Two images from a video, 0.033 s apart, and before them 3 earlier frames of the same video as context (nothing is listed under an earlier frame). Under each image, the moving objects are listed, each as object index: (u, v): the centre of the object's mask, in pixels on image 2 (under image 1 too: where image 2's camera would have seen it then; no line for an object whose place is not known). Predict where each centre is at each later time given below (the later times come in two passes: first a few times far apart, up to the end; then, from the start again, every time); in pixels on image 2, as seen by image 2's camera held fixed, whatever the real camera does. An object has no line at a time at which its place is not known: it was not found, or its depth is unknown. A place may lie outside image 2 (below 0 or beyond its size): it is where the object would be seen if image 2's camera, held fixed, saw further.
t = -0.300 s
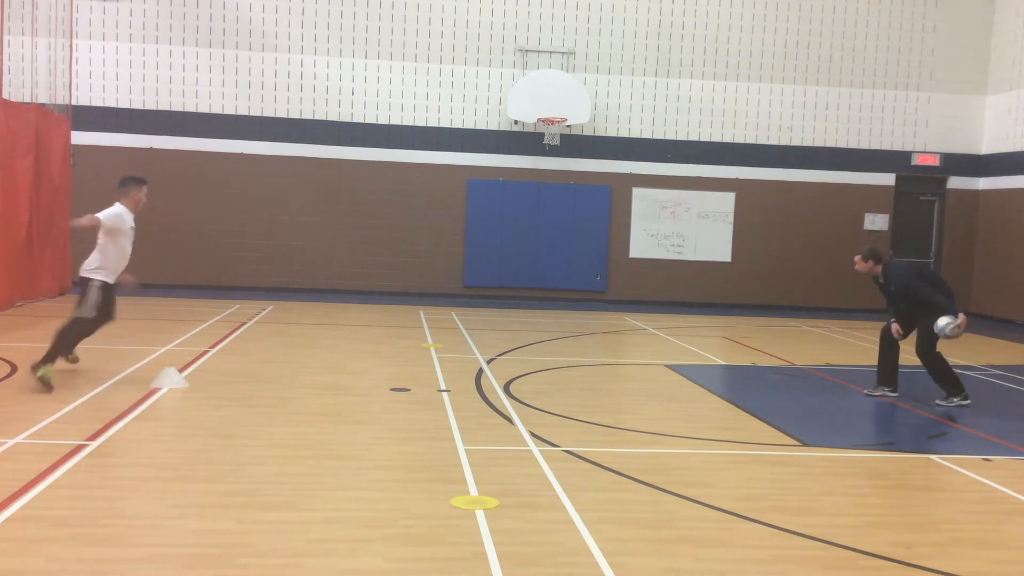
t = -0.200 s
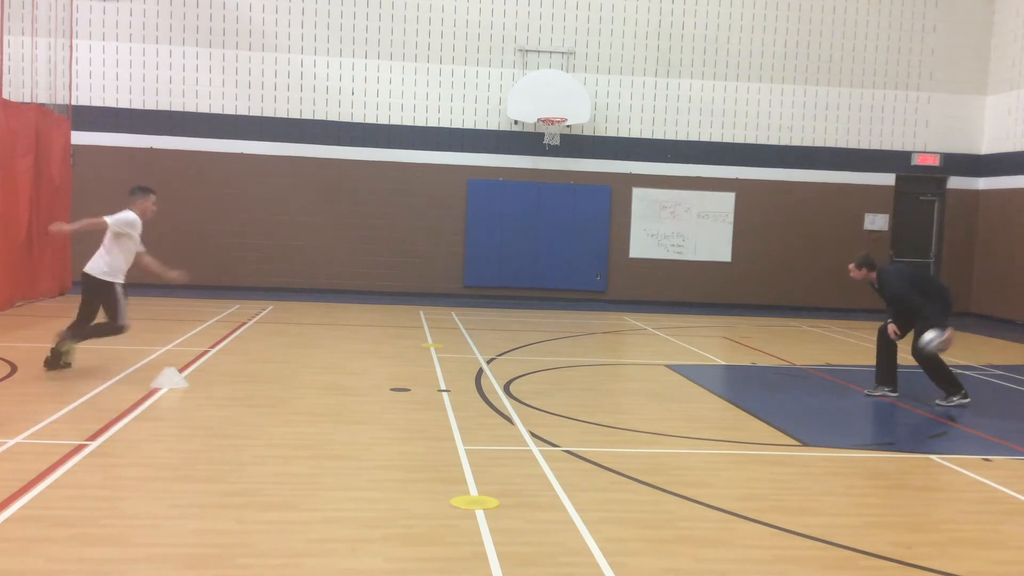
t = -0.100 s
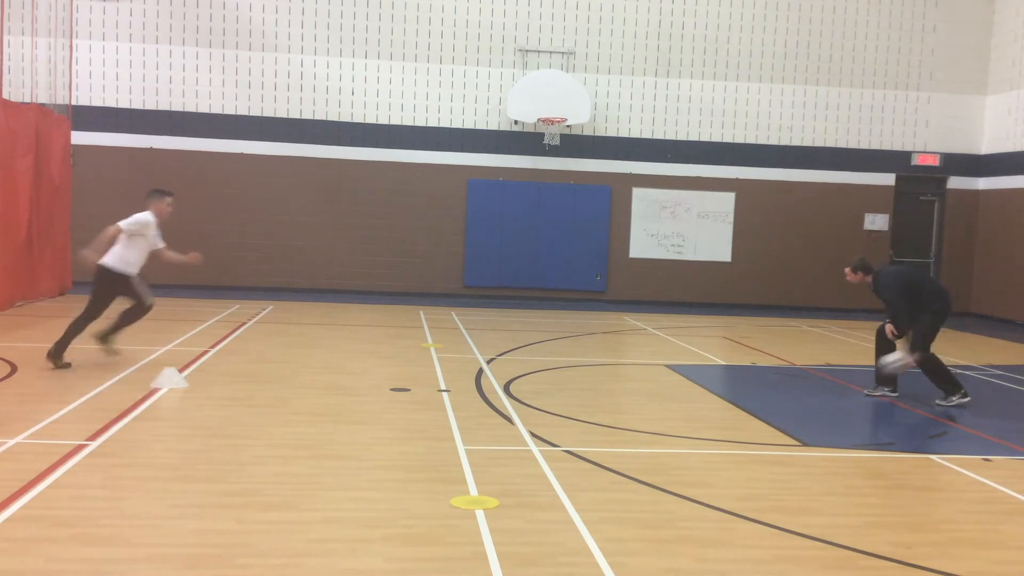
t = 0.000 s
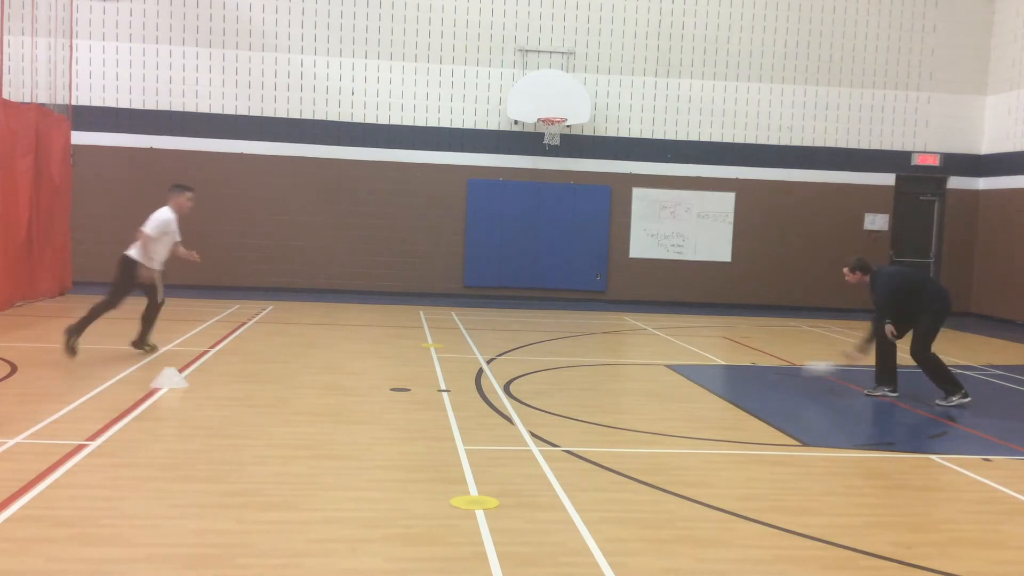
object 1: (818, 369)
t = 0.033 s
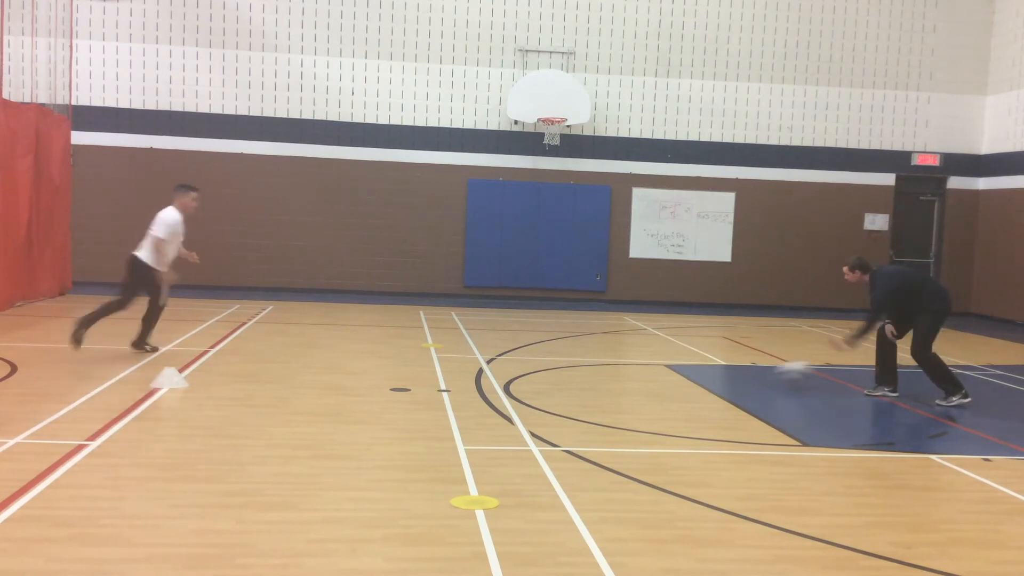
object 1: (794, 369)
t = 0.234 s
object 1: (678, 355)
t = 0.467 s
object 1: (572, 346)
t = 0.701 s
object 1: (485, 332)
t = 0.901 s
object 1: (417, 324)
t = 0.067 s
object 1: (767, 371)
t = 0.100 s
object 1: (749, 366)
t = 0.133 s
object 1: (730, 362)
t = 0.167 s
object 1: (712, 359)
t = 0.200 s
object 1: (695, 358)
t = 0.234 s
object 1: (678, 355)
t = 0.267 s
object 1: (662, 357)
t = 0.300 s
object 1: (644, 355)
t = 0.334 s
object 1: (630, 350)
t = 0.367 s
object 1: (615, 347)
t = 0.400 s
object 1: (600, 346)
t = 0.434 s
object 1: (586, 347)
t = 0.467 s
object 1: (572, 346)
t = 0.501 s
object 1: (558, 344)
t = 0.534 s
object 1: (545, 342)
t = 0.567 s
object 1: (533, 340)
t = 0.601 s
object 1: (520, 338)
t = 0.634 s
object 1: (508, 337)
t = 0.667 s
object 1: (495, 334)
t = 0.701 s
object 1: (485, 332)
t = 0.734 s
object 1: (473, 331)
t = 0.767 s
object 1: (460, 331)
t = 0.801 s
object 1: (449, 329)
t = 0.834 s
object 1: (439, 326)
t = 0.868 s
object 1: (428, 326)
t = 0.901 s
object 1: (417, 324)
